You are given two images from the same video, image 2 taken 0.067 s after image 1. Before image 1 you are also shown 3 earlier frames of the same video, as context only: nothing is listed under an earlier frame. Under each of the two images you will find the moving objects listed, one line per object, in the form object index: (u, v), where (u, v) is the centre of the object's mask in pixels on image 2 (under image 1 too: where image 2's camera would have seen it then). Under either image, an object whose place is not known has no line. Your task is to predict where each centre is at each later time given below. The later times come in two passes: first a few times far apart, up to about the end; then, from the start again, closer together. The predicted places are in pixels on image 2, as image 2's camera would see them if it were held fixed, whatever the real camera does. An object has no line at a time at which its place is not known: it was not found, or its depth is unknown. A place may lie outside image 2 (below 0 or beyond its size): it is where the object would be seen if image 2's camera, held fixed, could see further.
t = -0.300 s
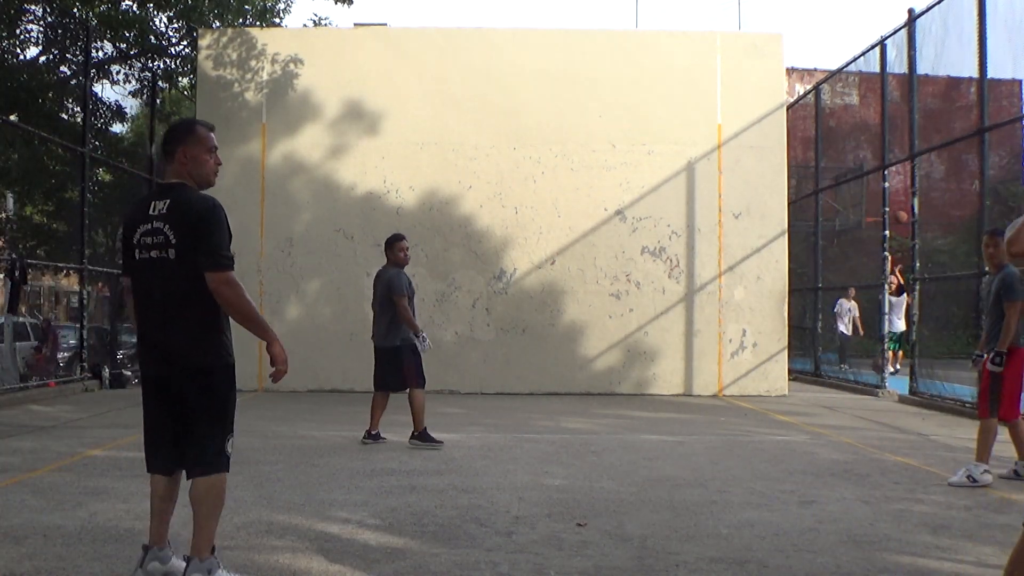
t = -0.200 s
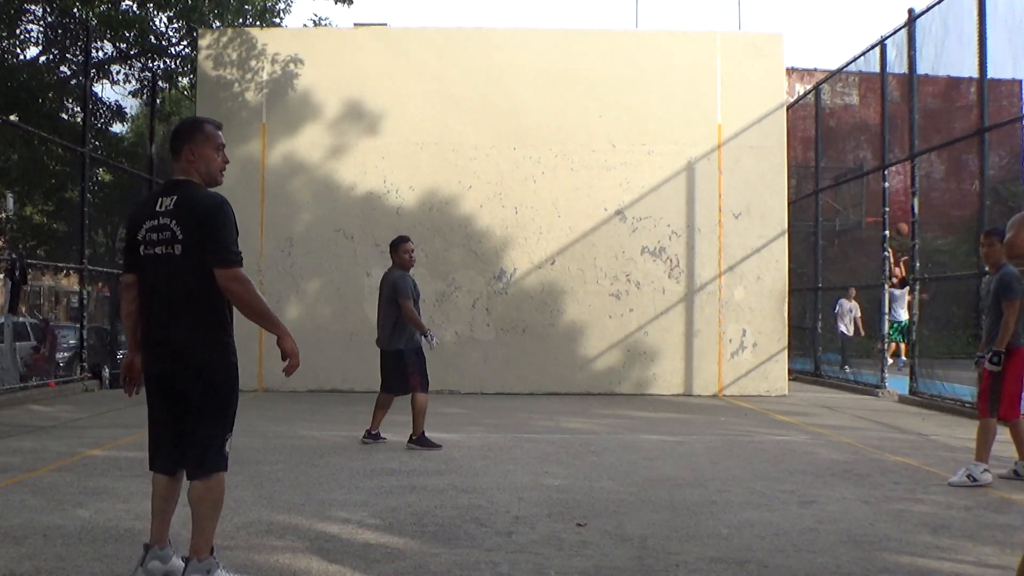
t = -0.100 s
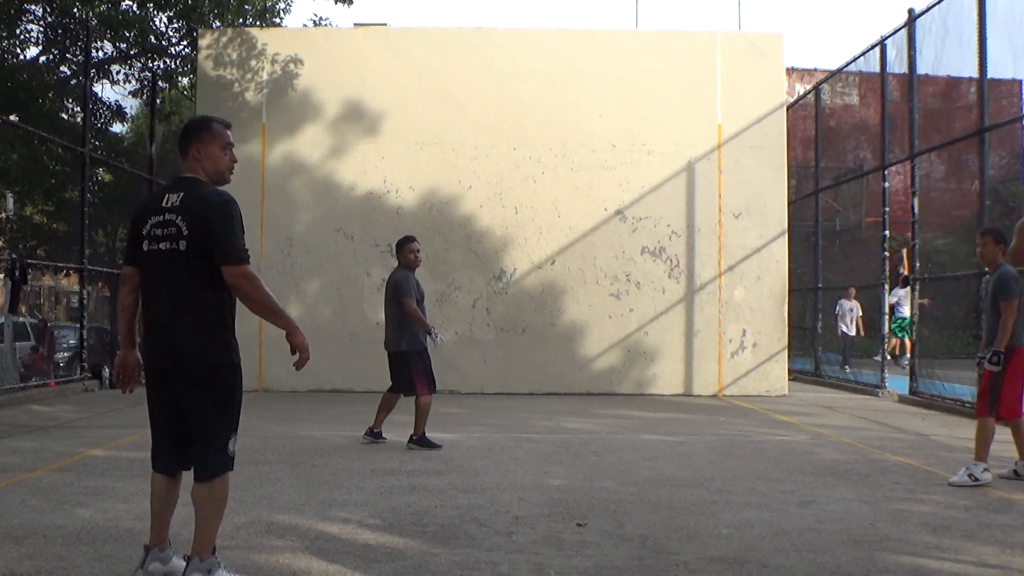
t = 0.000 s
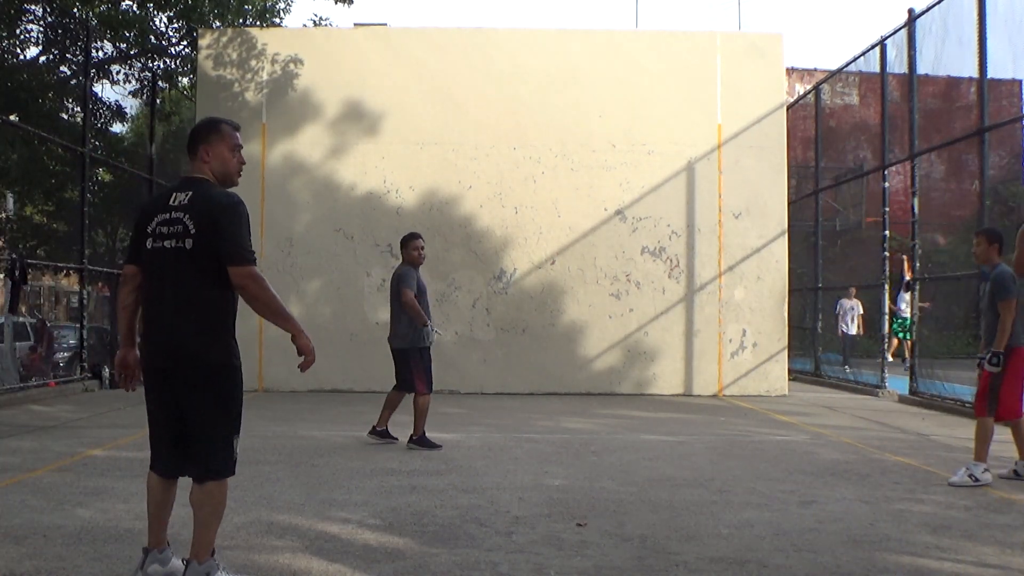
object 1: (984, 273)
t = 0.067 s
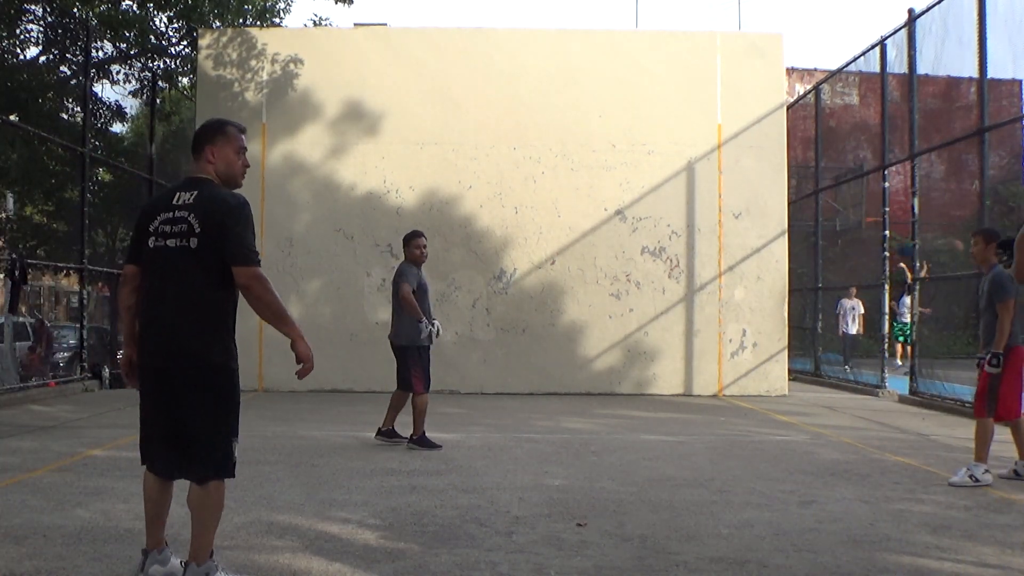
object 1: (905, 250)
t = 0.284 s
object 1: (716, 264)
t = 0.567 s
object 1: (562, 400)
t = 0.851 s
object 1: (486, 379)
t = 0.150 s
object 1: (822, 243)
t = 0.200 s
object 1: (778, 246)
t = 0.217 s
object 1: (765, 248)
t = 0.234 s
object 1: (752, 251)
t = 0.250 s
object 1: (740, 255)
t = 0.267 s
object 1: (727, 259)
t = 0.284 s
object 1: (716, 264)
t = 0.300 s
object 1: (704, 269)
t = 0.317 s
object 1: (693, 274)
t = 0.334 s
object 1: (683, 281)
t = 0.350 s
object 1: (672, 287)
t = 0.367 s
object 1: (662, 294)
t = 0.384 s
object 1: (652, 301)
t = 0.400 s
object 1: (643, 309)
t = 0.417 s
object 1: (634, 316)
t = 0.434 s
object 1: (625, 325)
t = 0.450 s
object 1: (616, 333)
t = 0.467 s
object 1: (608, 342)
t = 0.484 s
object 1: (600, 351)
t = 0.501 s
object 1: (592, 360)
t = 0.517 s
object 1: (584, 370)
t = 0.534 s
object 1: (576, 380)
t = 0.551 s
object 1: (569, 390)
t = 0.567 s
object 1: (562, 400)
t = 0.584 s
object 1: (555, 411)
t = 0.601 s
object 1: (548, 421)
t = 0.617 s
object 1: (541, 432)
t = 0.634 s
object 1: (535, 443)
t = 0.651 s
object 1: (529, 455)
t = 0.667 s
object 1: (523, 466)
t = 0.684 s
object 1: (517, 478)
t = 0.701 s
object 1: (513, 475)
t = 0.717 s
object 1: (509, 462)
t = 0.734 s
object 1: (507, 449)
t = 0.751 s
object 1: (503, 437)
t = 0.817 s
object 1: (492, 397)
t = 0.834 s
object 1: (489, 388)
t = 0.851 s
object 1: (486, 379)
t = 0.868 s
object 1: (483, 371)
